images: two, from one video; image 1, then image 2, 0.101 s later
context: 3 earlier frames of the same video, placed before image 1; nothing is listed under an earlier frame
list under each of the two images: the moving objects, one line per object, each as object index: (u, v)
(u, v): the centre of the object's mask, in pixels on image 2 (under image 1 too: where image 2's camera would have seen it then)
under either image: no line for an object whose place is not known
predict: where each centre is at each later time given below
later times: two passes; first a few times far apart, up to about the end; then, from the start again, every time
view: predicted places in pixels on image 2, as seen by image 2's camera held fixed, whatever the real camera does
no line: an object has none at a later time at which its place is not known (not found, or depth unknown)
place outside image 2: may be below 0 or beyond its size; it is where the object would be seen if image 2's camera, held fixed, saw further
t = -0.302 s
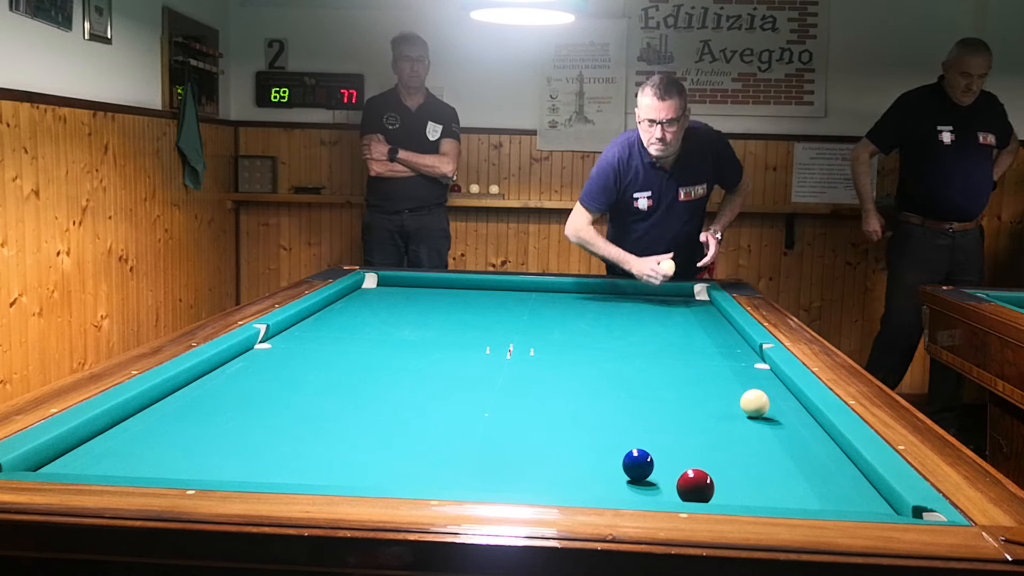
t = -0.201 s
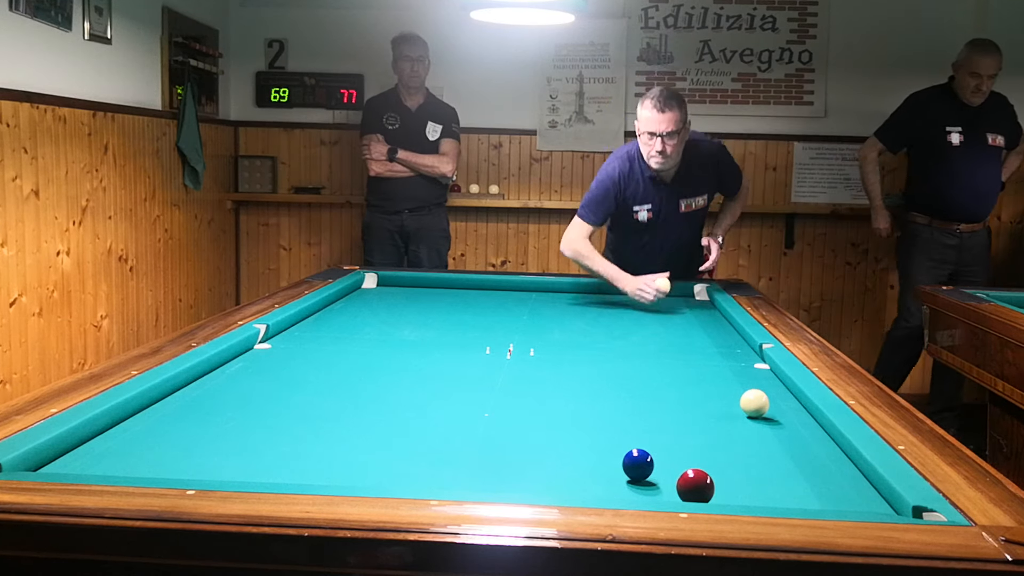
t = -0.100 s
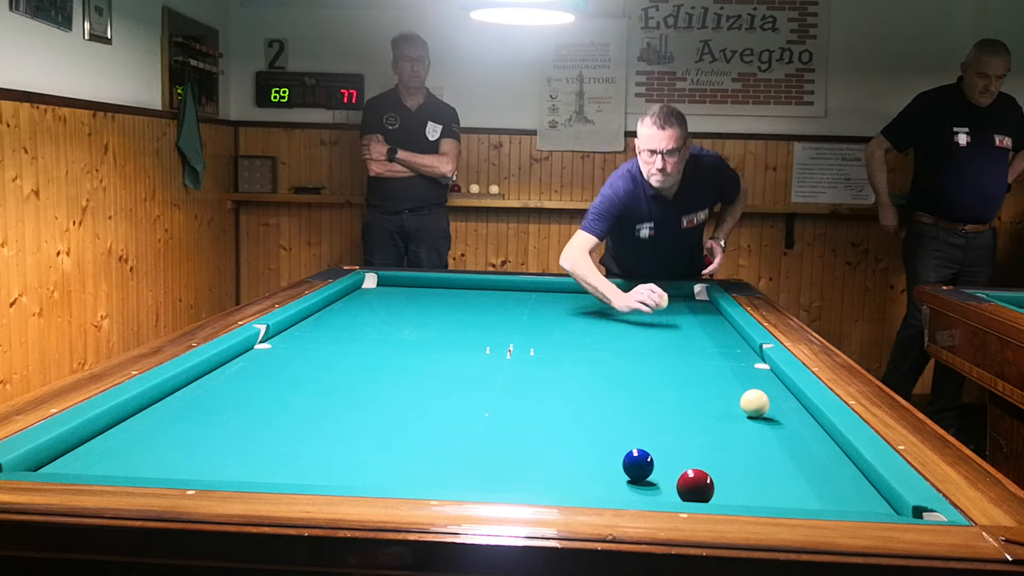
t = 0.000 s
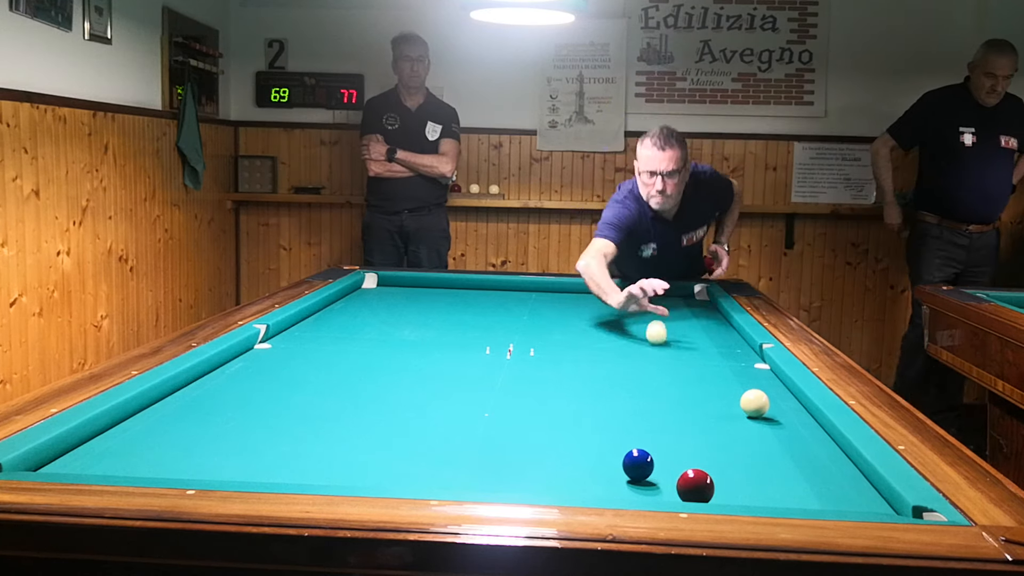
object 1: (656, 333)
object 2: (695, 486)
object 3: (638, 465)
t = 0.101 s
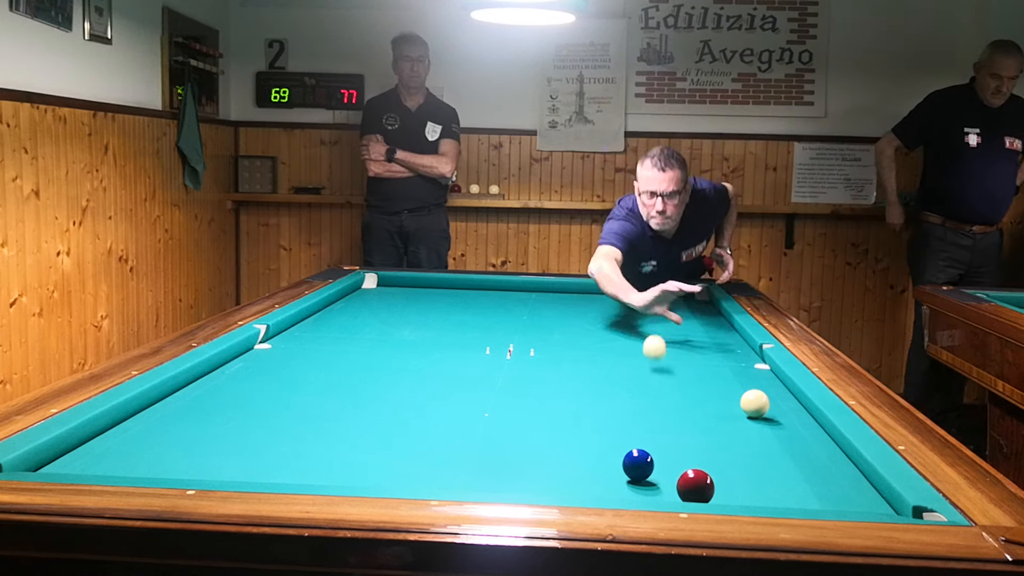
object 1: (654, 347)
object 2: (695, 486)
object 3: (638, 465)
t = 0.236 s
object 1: (650, 391)
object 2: (695, 486)
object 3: (638, 465)
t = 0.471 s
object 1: (661, 463)
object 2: (695, 486)
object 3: (603, 492)
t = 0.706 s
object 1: (684, 476)
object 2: (710, 493)
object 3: (560, 409)
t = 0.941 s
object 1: (699, 483)
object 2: (735, 501)
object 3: (538, 361)
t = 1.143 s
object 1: (710, 486)
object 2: (740, 497)
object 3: (527, 334)
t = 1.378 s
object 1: (713, 487)
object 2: (758, 496)
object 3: (517, 312)
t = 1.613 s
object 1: (709, 485)
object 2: (780, 496)
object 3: (510, 294)
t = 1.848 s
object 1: (706, 484)
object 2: (800, 496)
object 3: (503, 291)
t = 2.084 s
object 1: (703, 483)
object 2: (819, 496)
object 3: (495, 301)
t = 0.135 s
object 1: (653, 361)
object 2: (695, 486)
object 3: (638, 465)
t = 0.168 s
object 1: (652, 370)
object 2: (695, 486)
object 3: (638, 465)
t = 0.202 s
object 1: (651, 378)
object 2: (695, 486)
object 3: (638, 465)
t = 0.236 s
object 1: (650, 391)
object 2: (695, 486)
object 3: (638, 465)
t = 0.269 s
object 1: (649, 403)
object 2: (695, 486)
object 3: (638, 465)
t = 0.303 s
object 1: (648, 417)
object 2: (695, 486)
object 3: (638, 465)
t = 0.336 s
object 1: (647, 432)
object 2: (695, 486)
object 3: (638, 465)
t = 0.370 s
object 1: (646, 442)
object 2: (695, 486)
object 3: (638, 465)
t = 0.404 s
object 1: (650, 455)
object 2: (695, 486)
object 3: (631, 474)
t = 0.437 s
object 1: (655, 460)
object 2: (695, 486)
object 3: (615, 490)
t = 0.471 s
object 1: (661, 463)
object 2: (695, 486)
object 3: (603, 492)
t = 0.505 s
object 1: (666, 467)
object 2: (695, 486)
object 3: (594, 484)
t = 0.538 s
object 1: (670, 469)
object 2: (695, 486)
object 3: (586, 470)
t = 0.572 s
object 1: (673, 471)
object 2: (695, 486)
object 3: (580, 455)
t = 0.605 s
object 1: (676, 472)
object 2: (697, 487)
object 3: (574, 442)
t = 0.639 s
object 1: (679, 474)
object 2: (702, 489)
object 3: (569, 430)
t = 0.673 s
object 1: (682, 475)
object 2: (706, 491)
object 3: (564, 419)
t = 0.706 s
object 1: (684, 476)
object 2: (710, 493)
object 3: (560, 409)
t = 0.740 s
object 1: (687, 478)
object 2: (714, 494)
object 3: (556, 400)
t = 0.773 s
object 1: (689, 479)
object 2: (717, 495)
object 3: (552, 393)
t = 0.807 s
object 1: (691, 480)
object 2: (722, 497)
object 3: (549, 385)
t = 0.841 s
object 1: (693, 481)
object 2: (726, 498)
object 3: (546, 378)
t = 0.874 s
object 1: (695, 482)
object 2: (730, 500)
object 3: (543, 372)
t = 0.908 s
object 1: (697, 482)
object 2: (733, 501)
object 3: (541, 366)
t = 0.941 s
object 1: (699, 483)
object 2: (735, 501)
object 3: (538, 361)
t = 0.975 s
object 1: (701, 484)
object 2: (736, 500)
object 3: (536, 356)
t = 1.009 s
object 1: (703, 485)
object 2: (737, 499)
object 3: (534, 351)
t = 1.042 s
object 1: (705, 485)
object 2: (738, 499)
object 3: (532, 347)
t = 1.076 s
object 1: (707, 486)
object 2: (739, 498)
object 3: (531, 342)
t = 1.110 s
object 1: (708, 486)
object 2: (739, 498)
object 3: (529, 338)
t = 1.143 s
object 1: (710, 486)
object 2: (740, 497)
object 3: (527, 334)
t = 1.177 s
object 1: (711, 486)
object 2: (741, 496)
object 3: (526, 331)
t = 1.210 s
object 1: (712, 486)
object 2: (742, 496)
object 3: (524, 327)
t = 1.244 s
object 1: (713, 487)
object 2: (743, 496)
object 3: (523, 324)
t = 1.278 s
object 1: (713, 487)
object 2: (747, 496)
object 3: (521, 321)
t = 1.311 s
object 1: (714, 487)
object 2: (751, 496)
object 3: (520, 318)
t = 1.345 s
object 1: (713, 487)
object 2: (754, 496)
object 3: (519, 315)
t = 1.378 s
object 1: (713, 487)
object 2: (758, 496)
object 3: (517, 312)
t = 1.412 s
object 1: (712, 487)
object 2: (761, 496)
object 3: (516, 309)
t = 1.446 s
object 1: (712, 486)
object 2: (764, 496)
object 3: (515, 306)
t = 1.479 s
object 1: (711, 486)
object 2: (767, 496)
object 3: (514, 304)
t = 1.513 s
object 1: (711, 486)
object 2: (771, 496)
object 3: (513, 301)
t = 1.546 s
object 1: (710, 486)
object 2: (774, 496)
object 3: (512, 299)
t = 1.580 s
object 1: (710, 486)
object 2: (777, 496)
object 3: (511, 297)
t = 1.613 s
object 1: (709, 485)
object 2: (780, 496)
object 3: (510, 294)
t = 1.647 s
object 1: (709, 485)
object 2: (783, 496)
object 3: (509, 293)
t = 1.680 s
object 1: (708, 485)
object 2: (786, 496)
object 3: (508, 290)
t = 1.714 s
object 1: (708, 485)
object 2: (789, 496)
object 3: (507, 288)
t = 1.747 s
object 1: (708, 484)
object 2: (792, 496)
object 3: (506, 287)
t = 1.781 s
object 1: (707, 484)
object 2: (795, 496)
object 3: (505, 288)
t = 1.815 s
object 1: (706, 484)
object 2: (797, 496)
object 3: (504, 289)
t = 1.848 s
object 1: (706, 484)
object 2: (800, 496)
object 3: (503, 291)
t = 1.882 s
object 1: (706, 484)
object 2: (803, 496)
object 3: (502, 292)
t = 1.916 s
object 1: (705, 483)
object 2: (806, 496)
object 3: (501, 294)
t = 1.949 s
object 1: (705, 483)
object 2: (809, 496)
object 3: (499, 296)
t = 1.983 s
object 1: (704, 483)
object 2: (811, 496)
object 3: (498, 297)
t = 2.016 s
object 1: (704, 483)
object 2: (814, 496)
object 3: (497, 298)
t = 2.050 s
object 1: (704, 483)
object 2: (817, 496)
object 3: (496, 300)
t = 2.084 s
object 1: (703, 483)
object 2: (819, 496)
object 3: (495, 301)
